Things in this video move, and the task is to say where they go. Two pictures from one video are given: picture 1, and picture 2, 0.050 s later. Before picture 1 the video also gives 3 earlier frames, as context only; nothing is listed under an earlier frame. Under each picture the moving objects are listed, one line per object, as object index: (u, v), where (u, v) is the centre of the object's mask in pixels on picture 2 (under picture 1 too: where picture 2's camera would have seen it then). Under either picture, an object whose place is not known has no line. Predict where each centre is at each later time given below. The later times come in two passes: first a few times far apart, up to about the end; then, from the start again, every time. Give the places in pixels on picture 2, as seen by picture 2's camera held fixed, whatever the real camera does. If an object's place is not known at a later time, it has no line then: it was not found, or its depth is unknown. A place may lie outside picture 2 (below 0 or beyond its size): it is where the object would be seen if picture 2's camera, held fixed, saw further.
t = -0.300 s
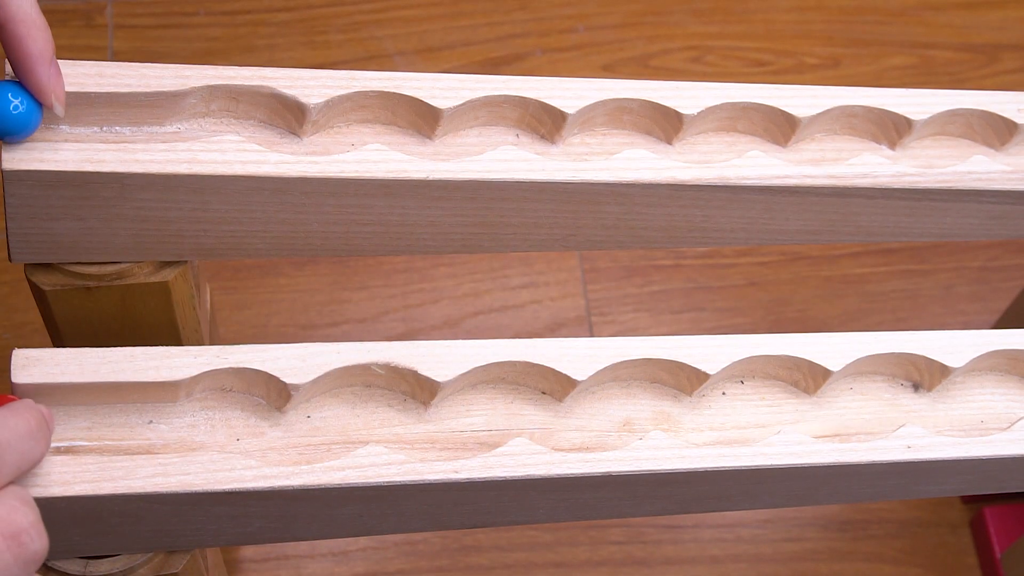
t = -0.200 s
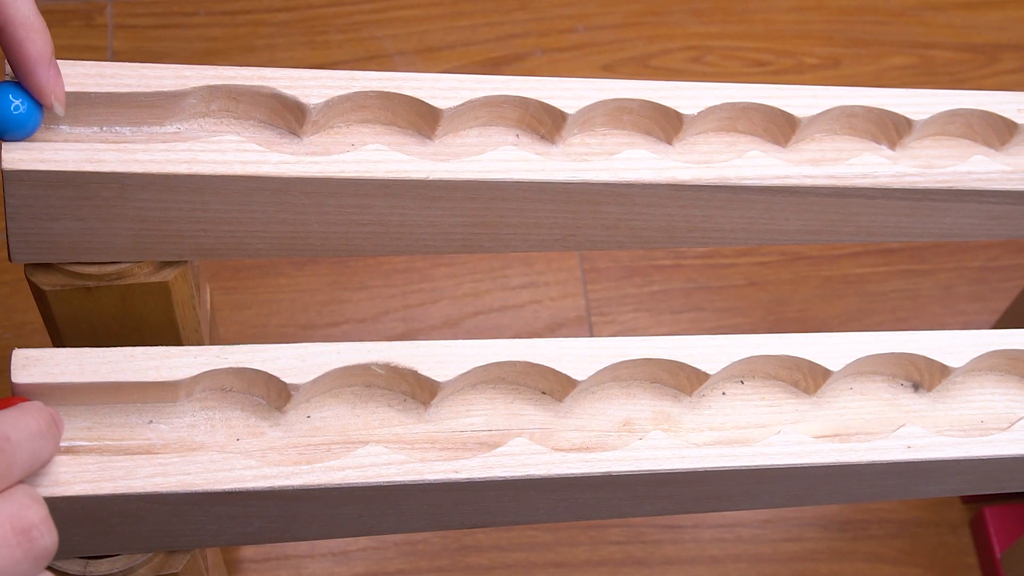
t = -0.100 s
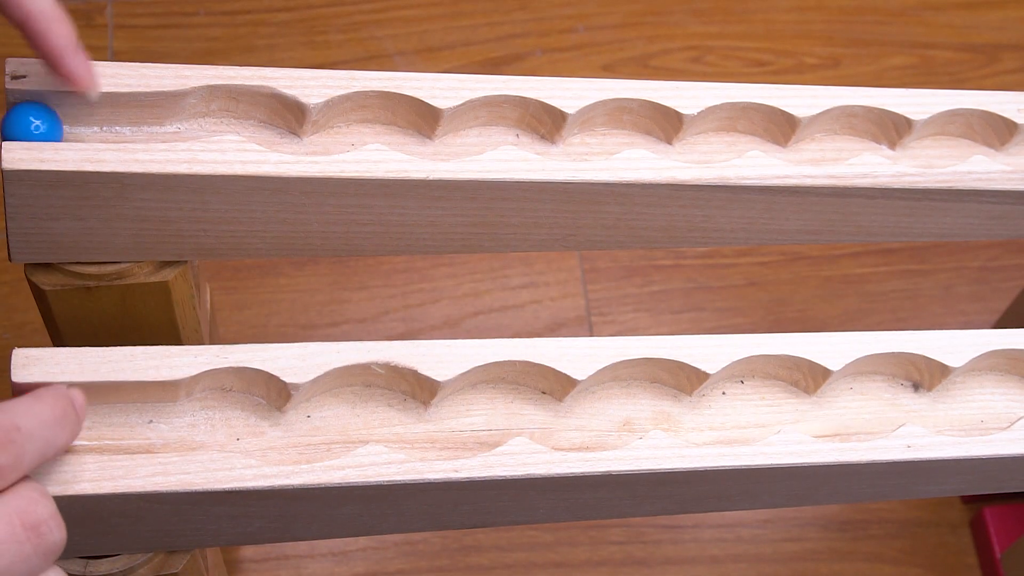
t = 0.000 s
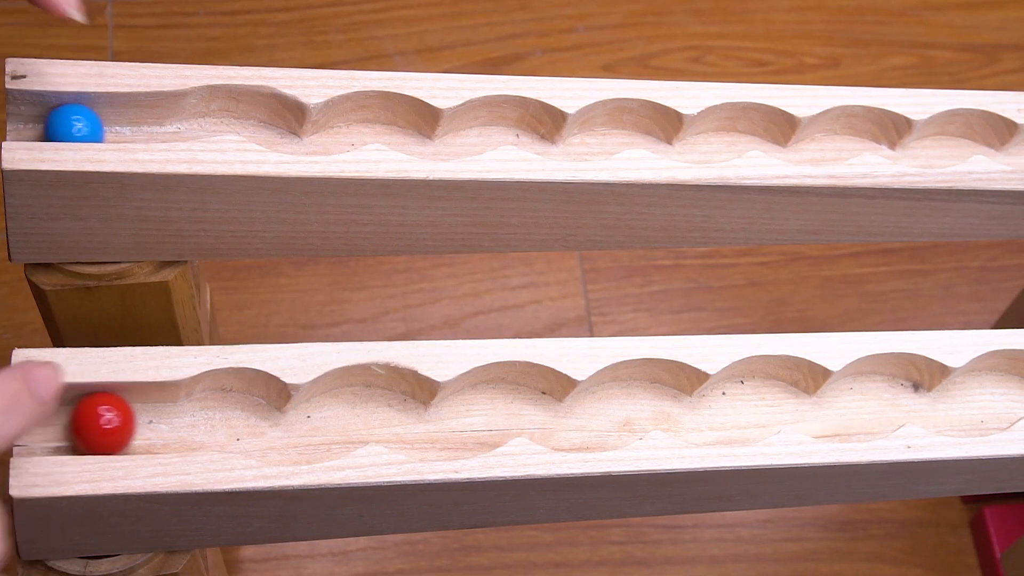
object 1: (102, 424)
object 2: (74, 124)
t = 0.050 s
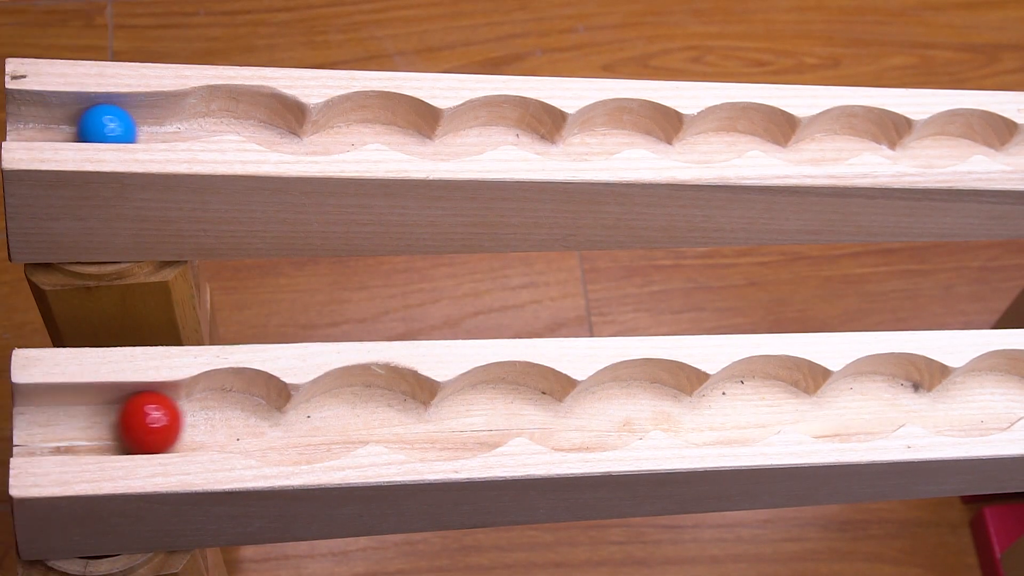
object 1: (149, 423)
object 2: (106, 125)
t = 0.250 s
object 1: (344, 424)
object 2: (296, 138)
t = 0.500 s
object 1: (509, 404)
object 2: (460, 140)
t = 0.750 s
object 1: (661, 399)
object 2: (617, 133)
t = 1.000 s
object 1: (832, 415)
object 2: (773, 140)
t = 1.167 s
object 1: (936, 405)
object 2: (862, 139)
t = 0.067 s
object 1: (167, 422)
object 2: (119, 125)
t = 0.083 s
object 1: (187, 422)
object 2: (132, 125)
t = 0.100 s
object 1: (207, 423)
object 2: (146, 125)
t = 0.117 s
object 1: (229, 423)
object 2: (160, 124)
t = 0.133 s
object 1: (250, 424)
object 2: (175, 123)
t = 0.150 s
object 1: (270, 427)
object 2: (192, 122)
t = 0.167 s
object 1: (282, 438)
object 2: (209, 120)
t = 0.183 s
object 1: (292, 441)
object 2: (229, 119)
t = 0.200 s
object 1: (303, 437)
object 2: (249, 121)
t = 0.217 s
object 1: (317, 433)
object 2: (268, 126)
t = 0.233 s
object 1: (332, 430)
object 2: (283, 132)
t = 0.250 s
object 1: (344, 424)
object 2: (296, 138)
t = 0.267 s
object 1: (353, 416)
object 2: (307, 138)
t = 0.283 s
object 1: (363, 407)
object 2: (318, 140)
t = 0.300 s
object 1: (374, 407)
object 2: (327, 138)
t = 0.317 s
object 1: (387, 409)
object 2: (337, 136)
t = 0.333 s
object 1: (401, 411)
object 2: (346, 132)
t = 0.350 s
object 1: (413, 417)
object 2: (357, 128)
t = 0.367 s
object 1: (424, 425)
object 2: (368, 126)
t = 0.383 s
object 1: (438, 431)
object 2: (382, 127)
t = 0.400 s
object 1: (452, 435)
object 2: (396, 128)
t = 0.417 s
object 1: (460, 432)
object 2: (409, 132)
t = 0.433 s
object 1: (470, 428)
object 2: (420, 136)
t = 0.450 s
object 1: (481, 424)
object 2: (431, 140)
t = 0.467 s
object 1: (491, 418)
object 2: (442, 143)
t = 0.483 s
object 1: (499, 411)
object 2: (450, 142)
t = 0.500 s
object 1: (509, 404)
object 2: (460, 140)
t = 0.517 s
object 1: (519, 401)
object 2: (470, 138)
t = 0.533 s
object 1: (529, 406)
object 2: (480, 134)
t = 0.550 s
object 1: (541, 410)
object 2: (491, 130)
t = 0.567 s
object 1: (554, 414)
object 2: (504, 130)
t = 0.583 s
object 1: (563, 421)
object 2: (519, 130)
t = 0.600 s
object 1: (575, 427)
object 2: (532, 133)
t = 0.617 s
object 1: (585, 430)
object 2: (543, 138)
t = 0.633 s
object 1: (592, 427)
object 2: (555, 142)
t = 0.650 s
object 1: (601, 425)
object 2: (565, 145)
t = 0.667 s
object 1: (611, 421)
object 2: (573, 145)
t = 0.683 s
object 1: (622, 418)
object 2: (582, 145)
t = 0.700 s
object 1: (631, 411)
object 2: (590, 143)
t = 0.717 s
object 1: (641, 405)
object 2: (599, 140)
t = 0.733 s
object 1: (650, 399)
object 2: (607, 137)
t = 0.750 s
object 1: (661, 399)
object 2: (617, 133)
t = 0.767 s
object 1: (671, 404)
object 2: (629, 133)
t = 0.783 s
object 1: (683, 408)
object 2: (642, 133)
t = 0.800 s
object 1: (696, 411)
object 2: (655, 135)
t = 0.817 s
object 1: (709, 416)
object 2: (667, 139)
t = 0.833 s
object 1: (723, 420)
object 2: (677, 144)
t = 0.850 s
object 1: (736, 422)
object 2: (688, 148)
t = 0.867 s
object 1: (742, 416)
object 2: (695, 148)
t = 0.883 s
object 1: (751, 409)
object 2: (703, 147)
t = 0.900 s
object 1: (760, 403)
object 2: (712, 145)
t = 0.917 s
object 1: (771, 397)
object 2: (720, 142)
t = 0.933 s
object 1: (782, 395)
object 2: (728, 138)
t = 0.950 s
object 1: (794, 400)
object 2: (737, 137)
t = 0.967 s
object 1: (806, 404)
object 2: (748, 137)
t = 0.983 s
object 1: (818, 409)
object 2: (761, 138)
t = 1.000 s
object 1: (832, 415)
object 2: (773, 140)
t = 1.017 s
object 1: (845, 420)
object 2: (784, 143)
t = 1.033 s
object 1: (851, 417)
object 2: (794, 148)
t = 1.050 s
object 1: (858, 412)
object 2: (803, 150)
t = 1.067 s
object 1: (867, 408)
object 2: (810, 149)
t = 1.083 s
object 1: (878, 402)
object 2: (818, 149)
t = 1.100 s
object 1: (889, 398)
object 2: (827, 147)
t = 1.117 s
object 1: (901, 394)
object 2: (833, 144)
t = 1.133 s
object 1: (912, 394)
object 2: (841, 140)
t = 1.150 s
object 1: (923, 400)
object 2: (851, 139)
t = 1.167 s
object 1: (936, 405)
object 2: (862, 139)
